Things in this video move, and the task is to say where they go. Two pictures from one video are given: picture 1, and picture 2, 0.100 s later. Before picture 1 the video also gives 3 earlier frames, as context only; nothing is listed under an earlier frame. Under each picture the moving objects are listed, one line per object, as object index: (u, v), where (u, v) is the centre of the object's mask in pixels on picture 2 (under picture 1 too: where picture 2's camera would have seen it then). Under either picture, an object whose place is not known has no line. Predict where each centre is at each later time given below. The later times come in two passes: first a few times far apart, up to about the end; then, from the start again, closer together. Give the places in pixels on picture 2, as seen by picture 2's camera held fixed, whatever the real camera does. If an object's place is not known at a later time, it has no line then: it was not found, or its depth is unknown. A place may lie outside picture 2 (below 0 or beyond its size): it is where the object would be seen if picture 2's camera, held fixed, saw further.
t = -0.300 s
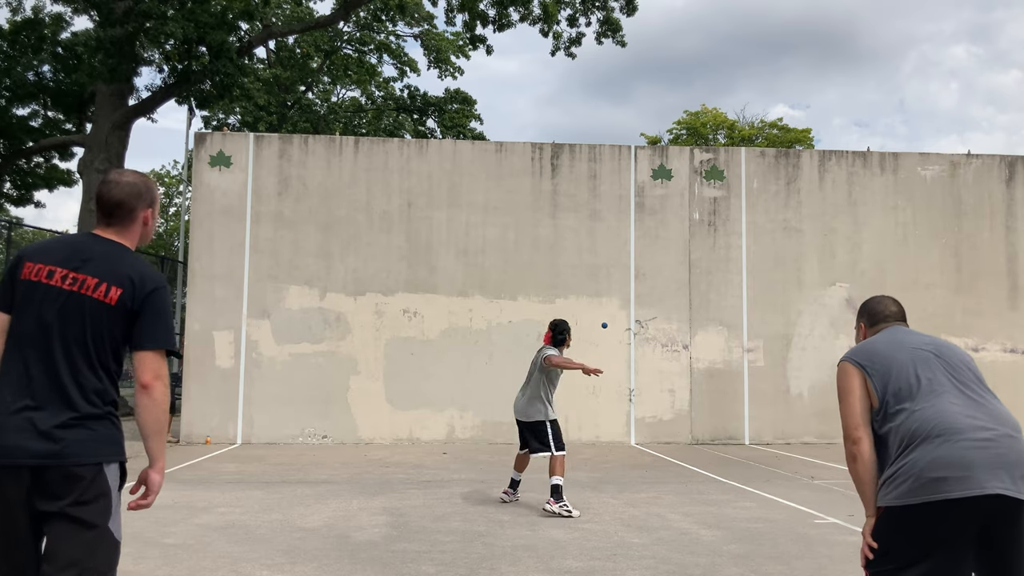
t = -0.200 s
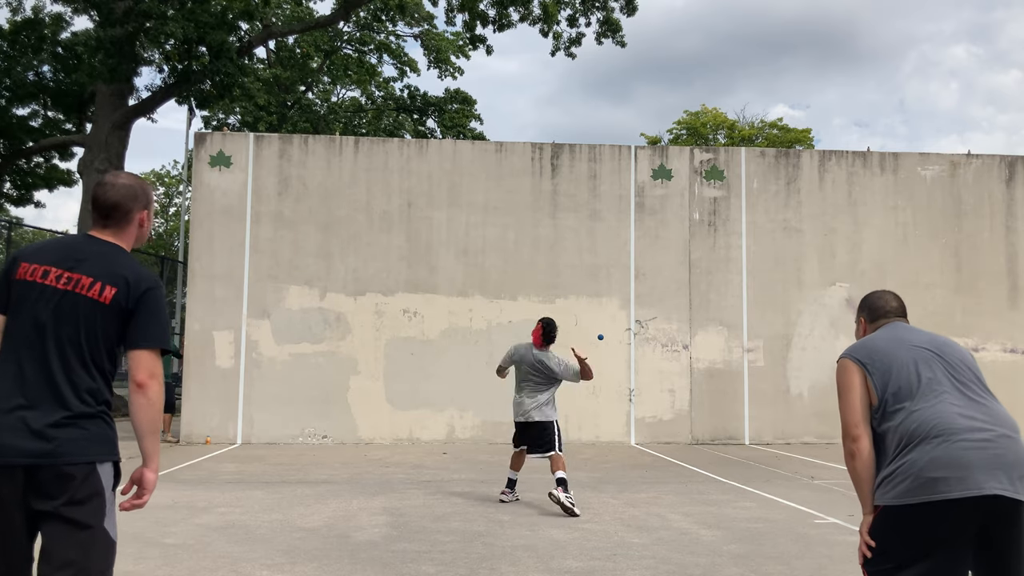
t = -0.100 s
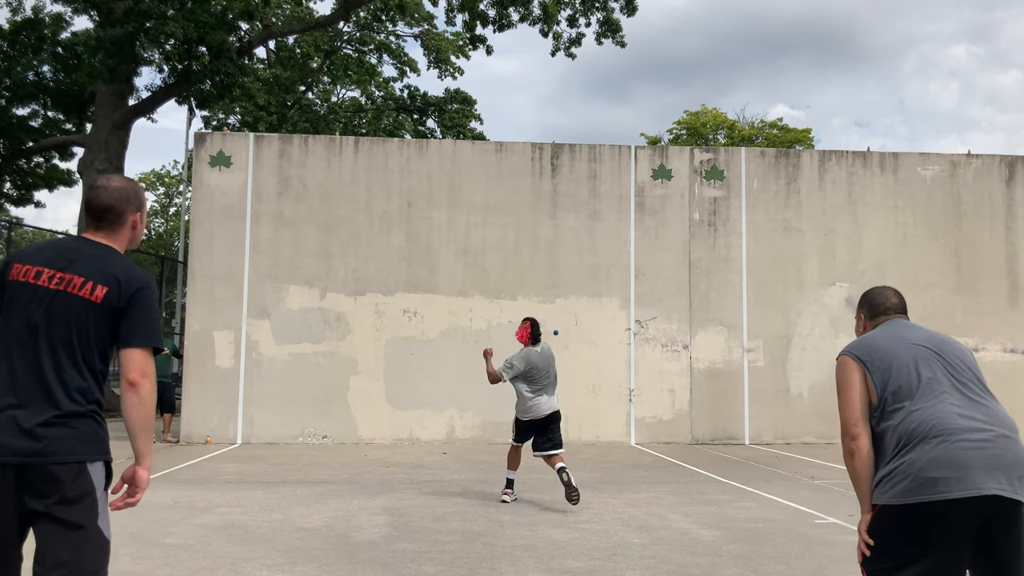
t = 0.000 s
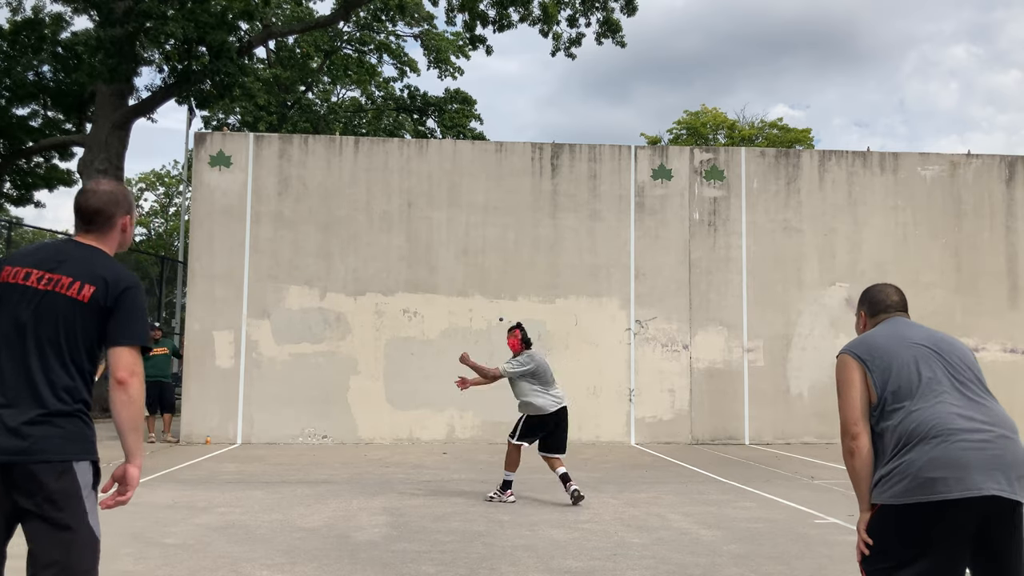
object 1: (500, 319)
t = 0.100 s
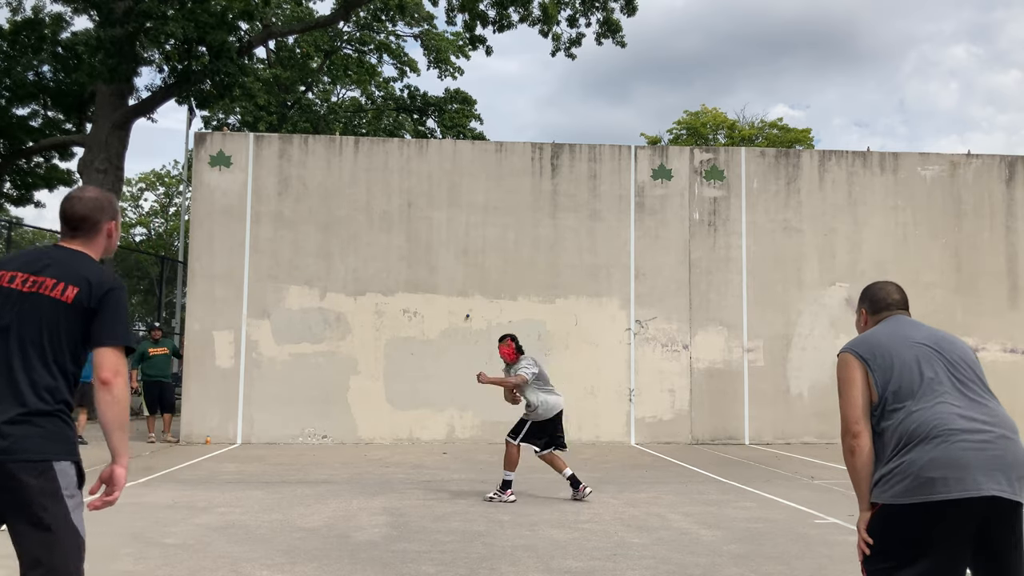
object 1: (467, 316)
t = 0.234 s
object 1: (448, 306)
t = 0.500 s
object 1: (388, 327)
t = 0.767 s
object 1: (258, 472)
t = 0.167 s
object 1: (458, 309)
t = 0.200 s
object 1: (453, 307)
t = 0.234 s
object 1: (448, 306)
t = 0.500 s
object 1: (388, 327)
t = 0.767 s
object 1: (258, 472)
